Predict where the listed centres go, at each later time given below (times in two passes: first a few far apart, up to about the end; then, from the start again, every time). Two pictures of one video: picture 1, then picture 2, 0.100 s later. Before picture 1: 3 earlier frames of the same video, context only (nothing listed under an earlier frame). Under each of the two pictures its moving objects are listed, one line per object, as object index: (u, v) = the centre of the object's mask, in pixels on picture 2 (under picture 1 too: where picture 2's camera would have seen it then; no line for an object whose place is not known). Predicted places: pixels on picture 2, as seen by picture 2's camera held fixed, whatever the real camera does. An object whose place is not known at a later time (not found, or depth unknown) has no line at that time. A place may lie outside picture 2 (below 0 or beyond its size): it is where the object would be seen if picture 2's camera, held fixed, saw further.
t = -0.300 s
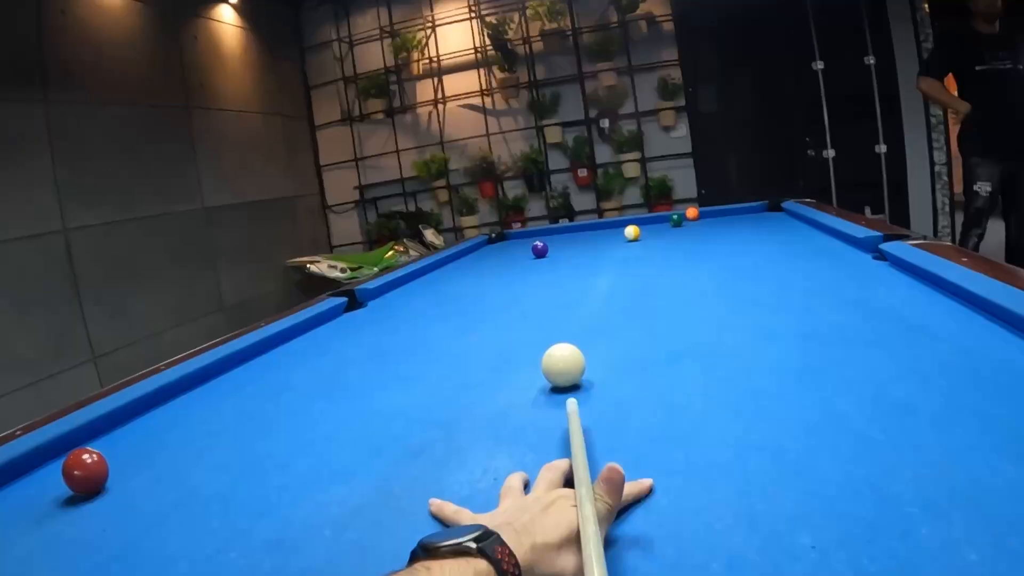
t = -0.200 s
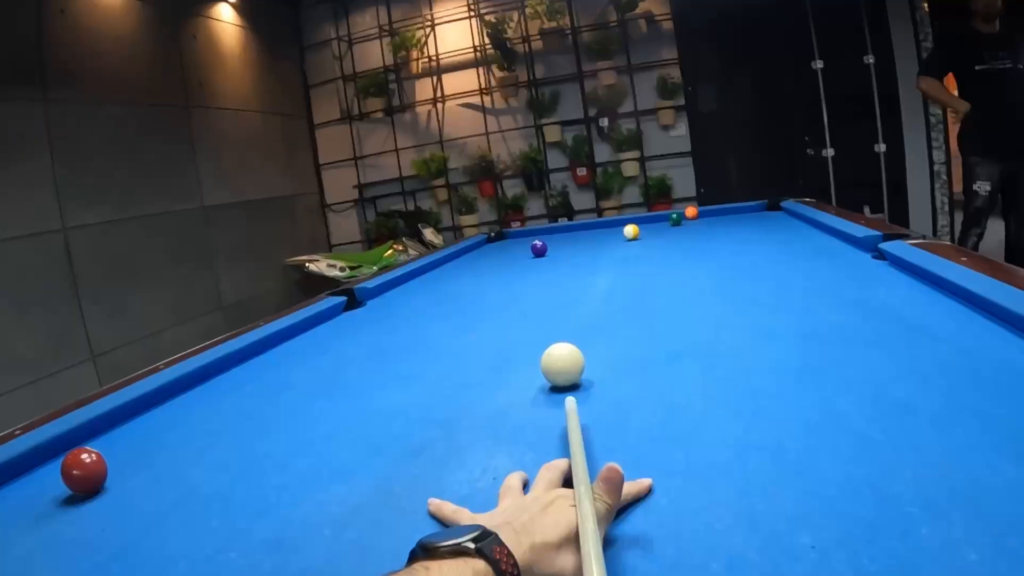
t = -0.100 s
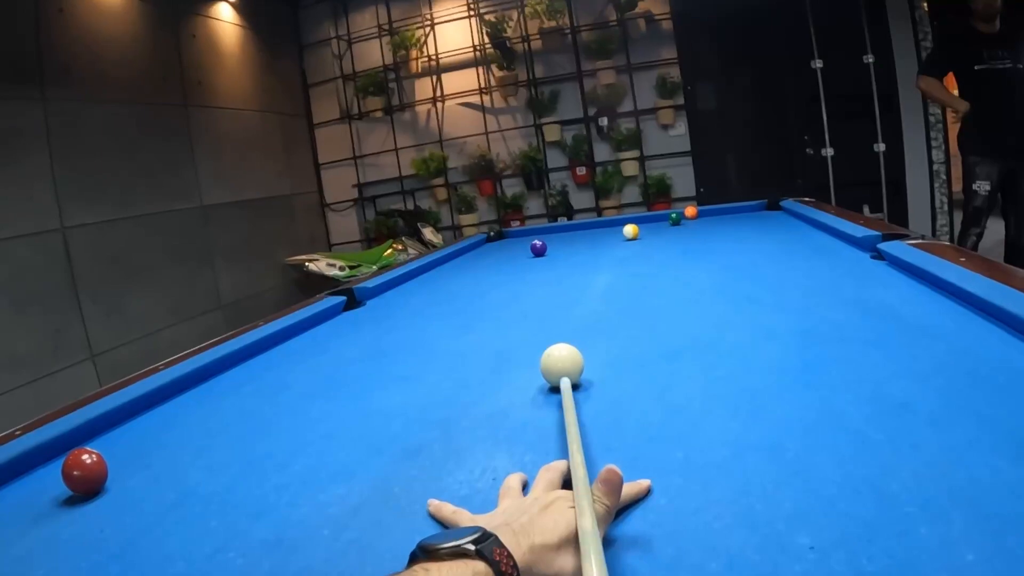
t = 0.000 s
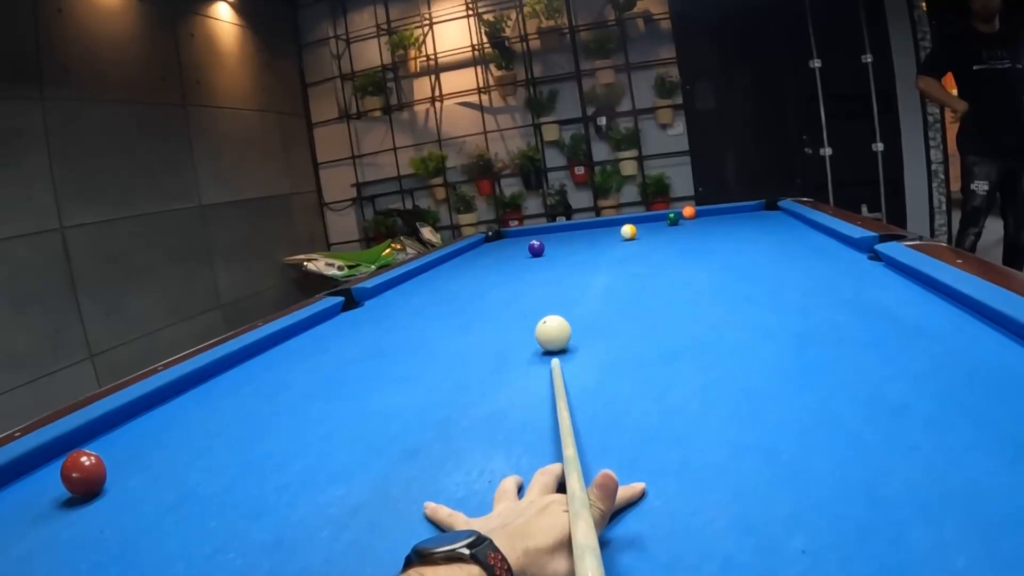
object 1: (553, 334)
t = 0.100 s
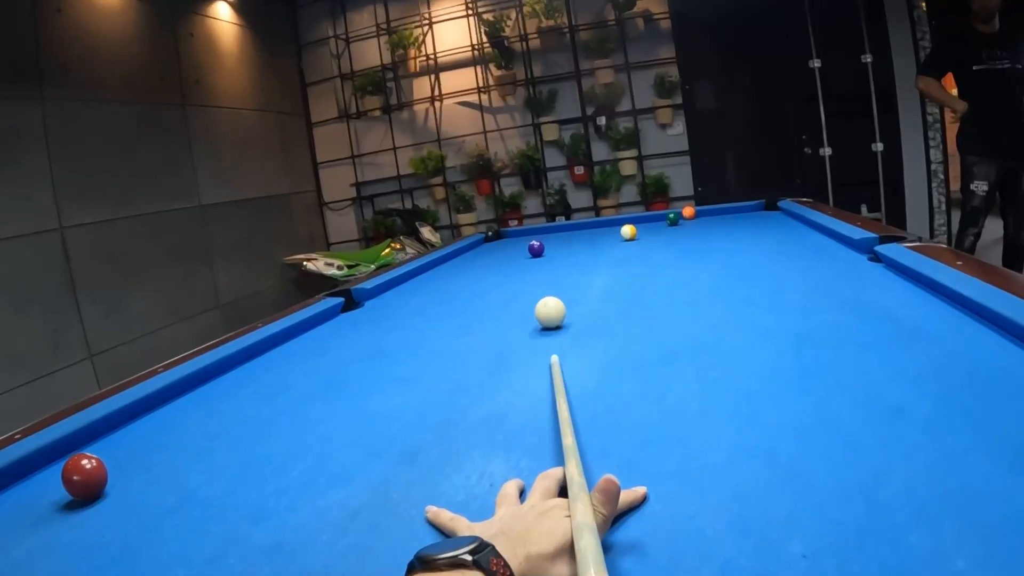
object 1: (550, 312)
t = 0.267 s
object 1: (547, 290)
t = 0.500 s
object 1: (543, 271)
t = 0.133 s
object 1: (549, 306)
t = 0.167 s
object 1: (548, 301)
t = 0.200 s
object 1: (548, 297)
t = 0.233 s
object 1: (547, 293)
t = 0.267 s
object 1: (547, 290)
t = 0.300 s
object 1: (546, 287)
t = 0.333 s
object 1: (545, 284)
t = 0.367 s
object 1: (545, 281)
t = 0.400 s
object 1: (545, 278)
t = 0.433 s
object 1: (544, 276)
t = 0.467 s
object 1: (543, 273)
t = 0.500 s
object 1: (543, 271)
